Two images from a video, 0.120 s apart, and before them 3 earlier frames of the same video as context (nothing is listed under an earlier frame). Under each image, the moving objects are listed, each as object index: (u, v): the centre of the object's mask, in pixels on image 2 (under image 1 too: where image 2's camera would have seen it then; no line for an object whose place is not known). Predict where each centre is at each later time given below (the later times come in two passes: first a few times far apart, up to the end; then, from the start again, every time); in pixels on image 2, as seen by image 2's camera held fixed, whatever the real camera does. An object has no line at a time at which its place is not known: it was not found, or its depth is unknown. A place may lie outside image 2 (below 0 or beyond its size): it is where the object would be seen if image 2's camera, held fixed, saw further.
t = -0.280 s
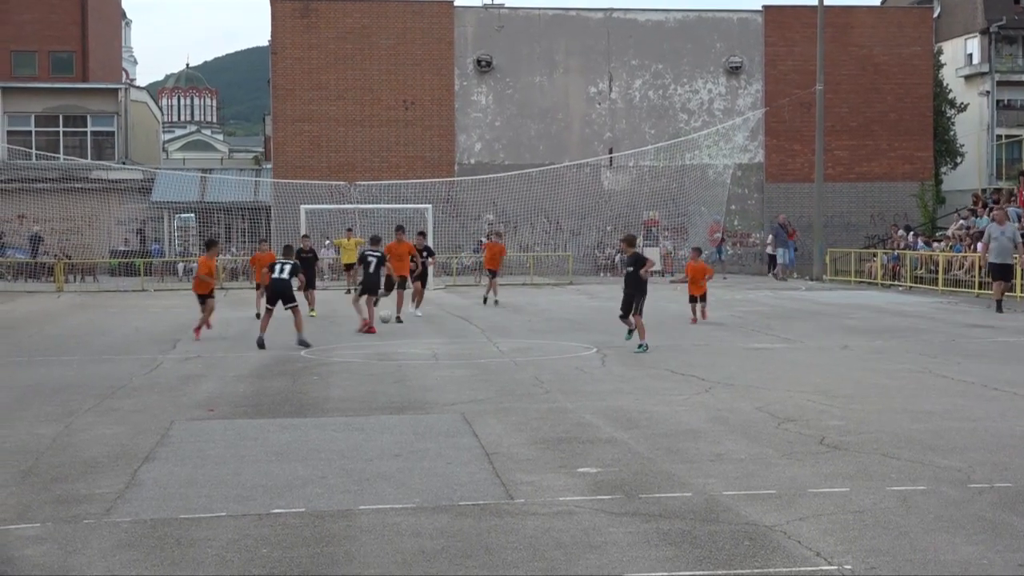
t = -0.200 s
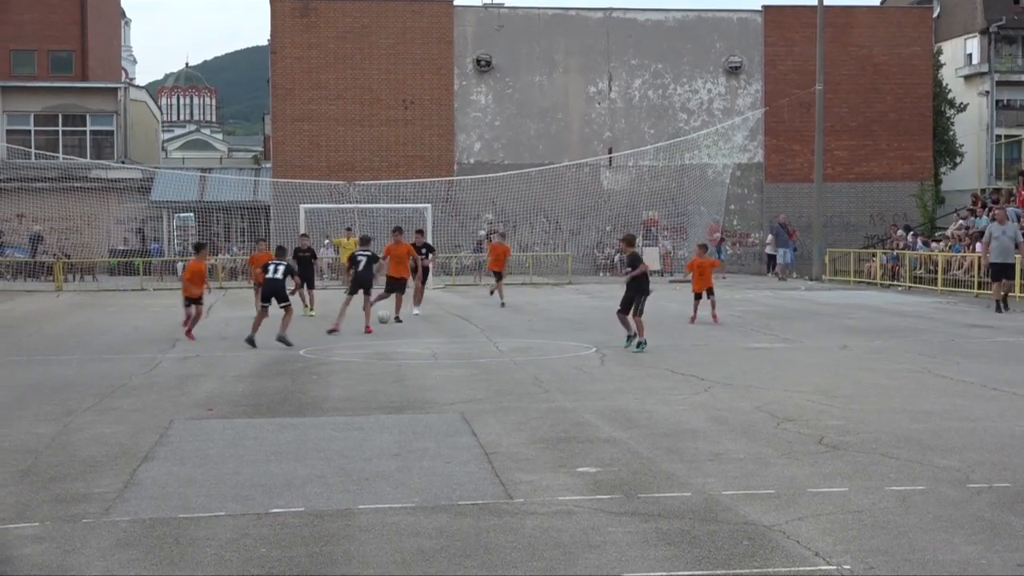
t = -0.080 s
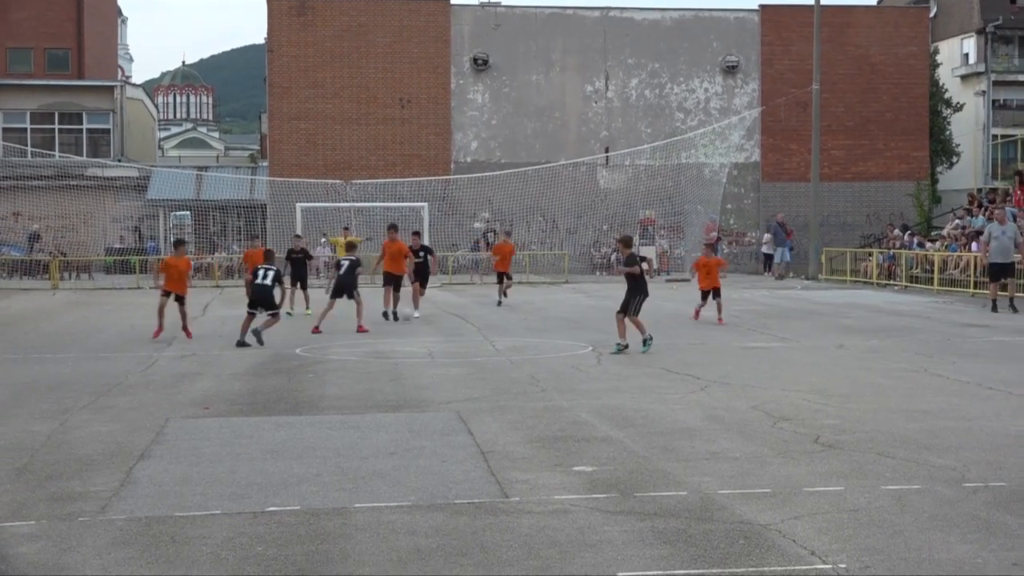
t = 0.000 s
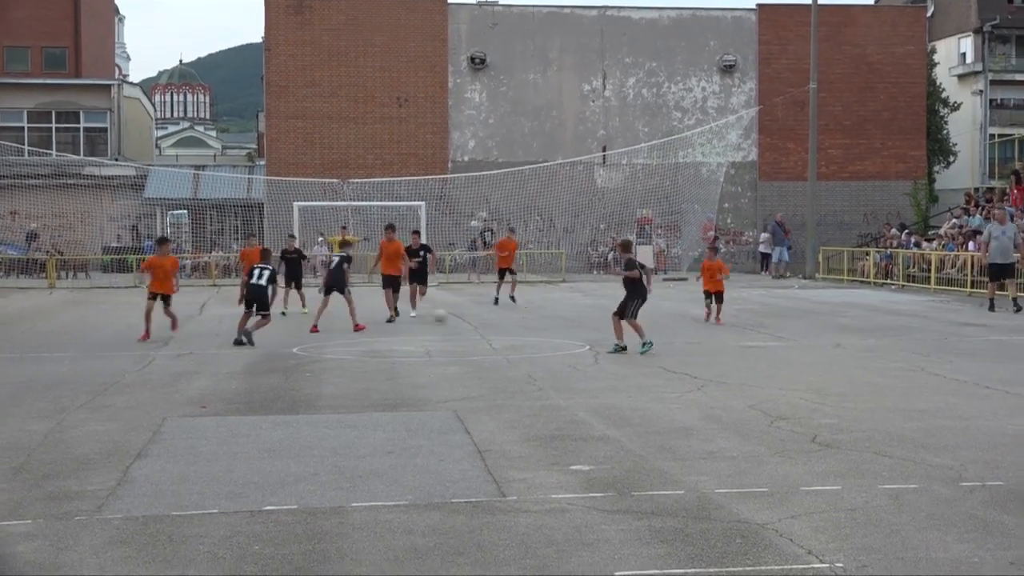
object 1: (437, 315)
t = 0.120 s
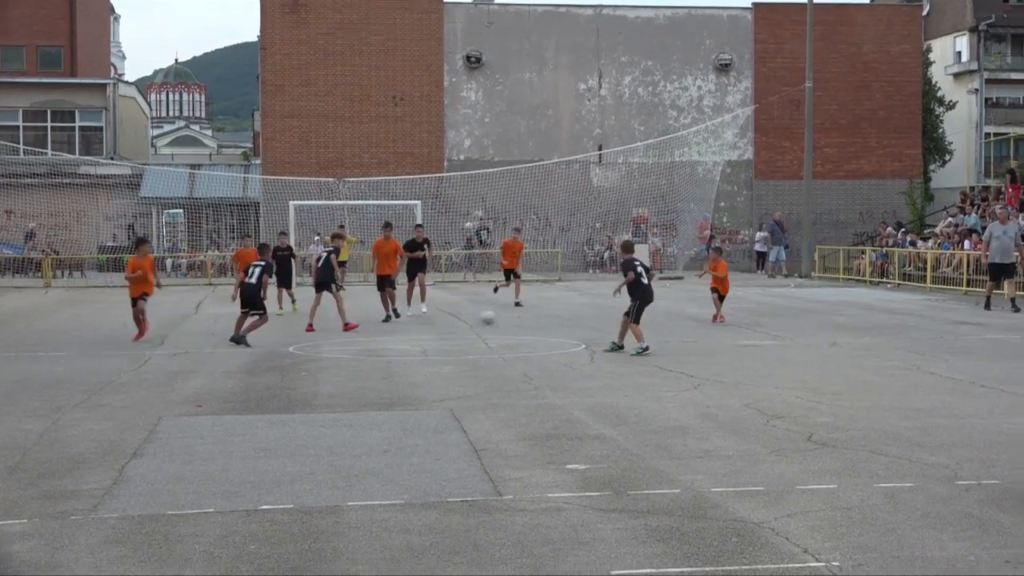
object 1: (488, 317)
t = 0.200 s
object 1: (520, 319)
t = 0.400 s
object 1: (592, 321)
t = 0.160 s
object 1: (504, 319)
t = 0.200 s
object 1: (520, 319)
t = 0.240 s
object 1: (535, 320)
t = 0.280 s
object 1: (550, 321)
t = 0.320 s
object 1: (565, 321)
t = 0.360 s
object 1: (579, 322)
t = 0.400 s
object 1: (592, 321)
